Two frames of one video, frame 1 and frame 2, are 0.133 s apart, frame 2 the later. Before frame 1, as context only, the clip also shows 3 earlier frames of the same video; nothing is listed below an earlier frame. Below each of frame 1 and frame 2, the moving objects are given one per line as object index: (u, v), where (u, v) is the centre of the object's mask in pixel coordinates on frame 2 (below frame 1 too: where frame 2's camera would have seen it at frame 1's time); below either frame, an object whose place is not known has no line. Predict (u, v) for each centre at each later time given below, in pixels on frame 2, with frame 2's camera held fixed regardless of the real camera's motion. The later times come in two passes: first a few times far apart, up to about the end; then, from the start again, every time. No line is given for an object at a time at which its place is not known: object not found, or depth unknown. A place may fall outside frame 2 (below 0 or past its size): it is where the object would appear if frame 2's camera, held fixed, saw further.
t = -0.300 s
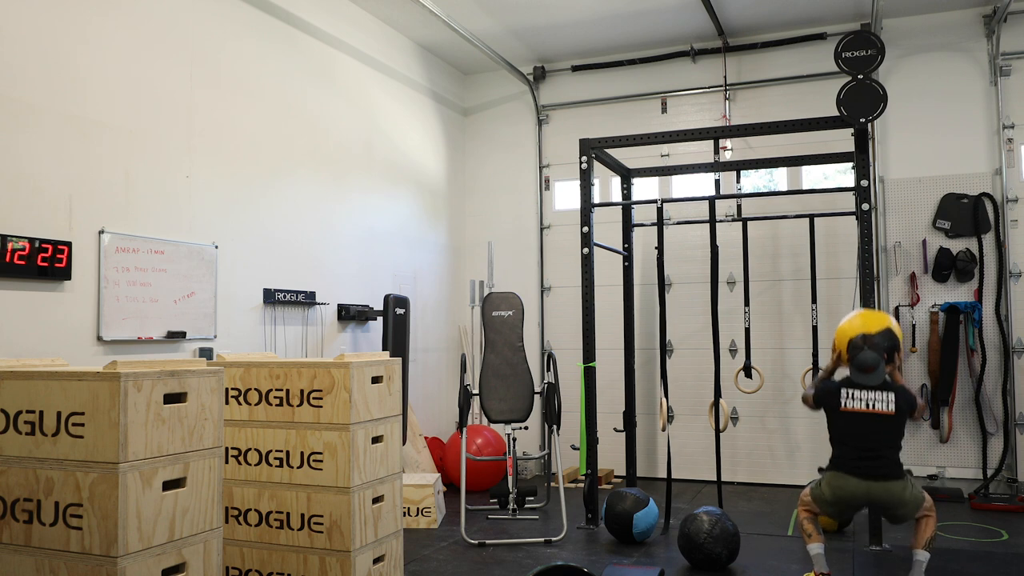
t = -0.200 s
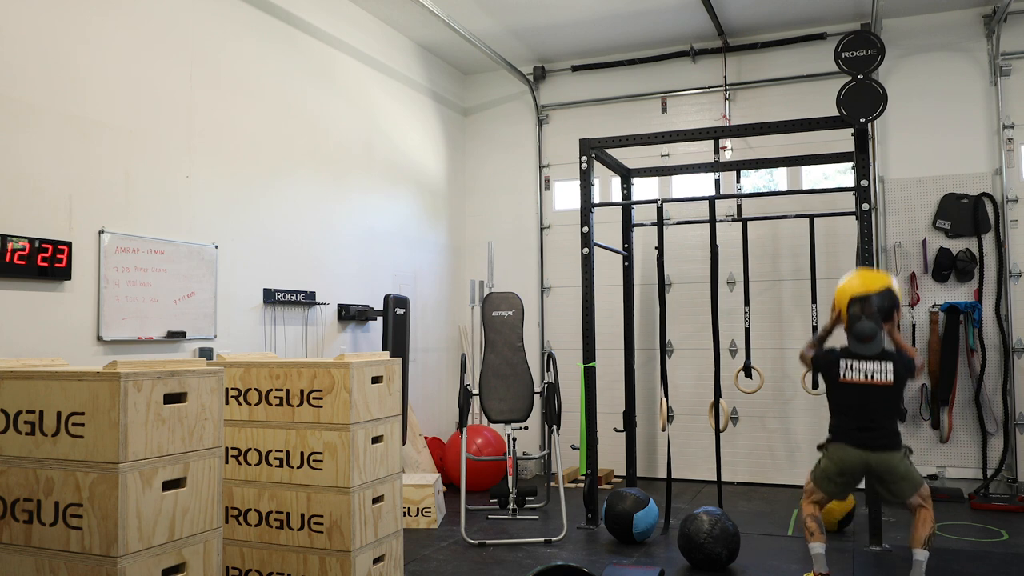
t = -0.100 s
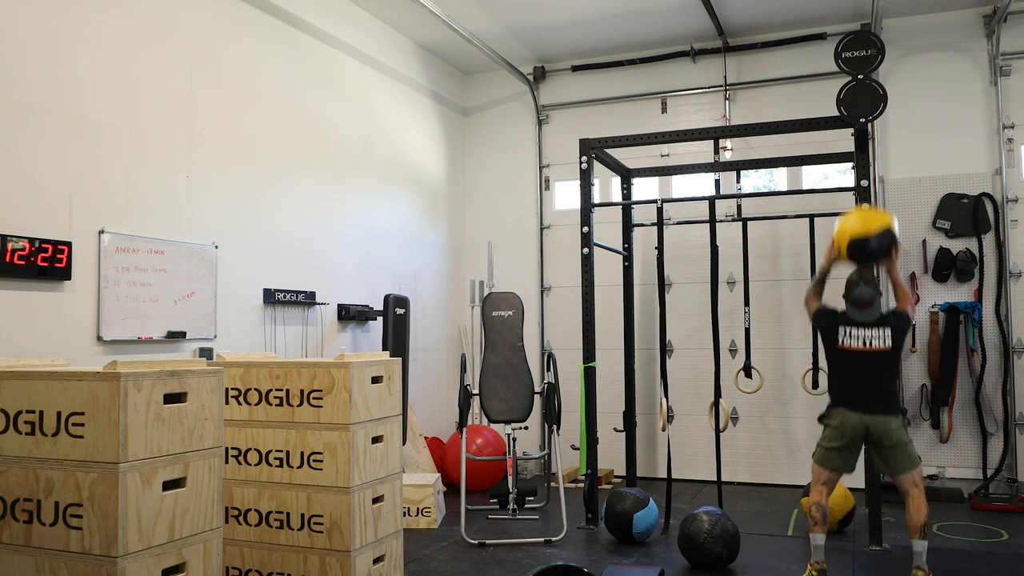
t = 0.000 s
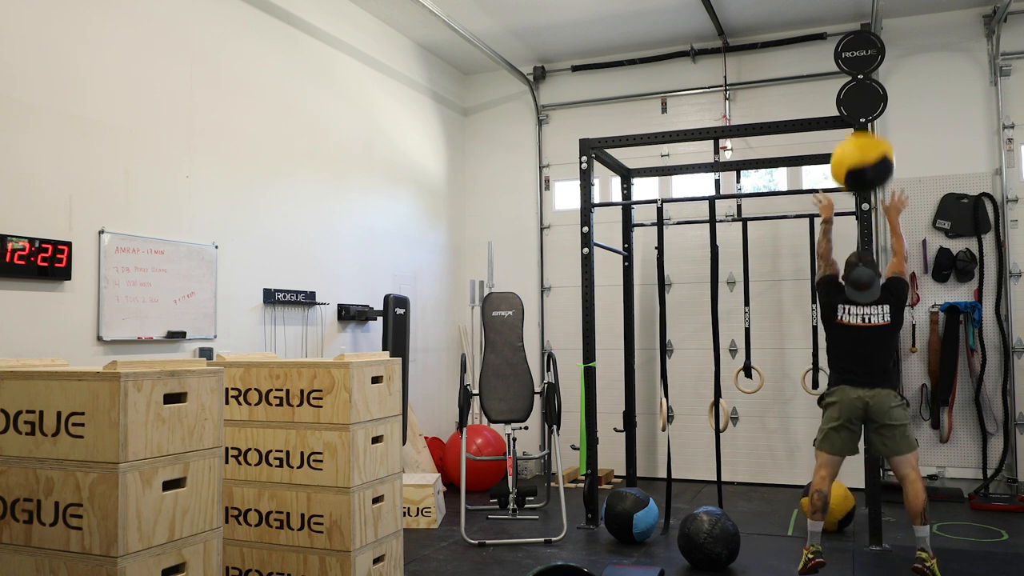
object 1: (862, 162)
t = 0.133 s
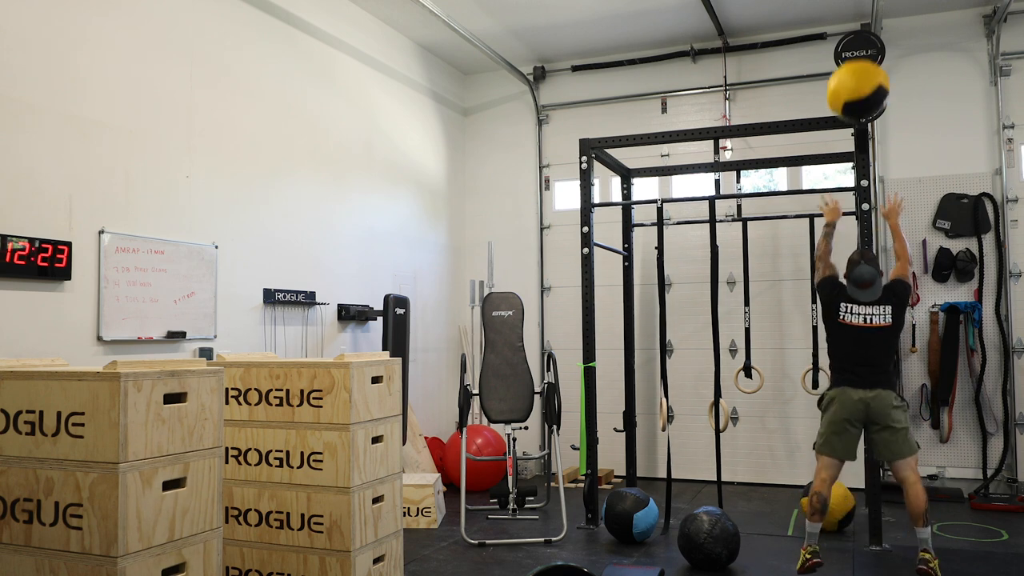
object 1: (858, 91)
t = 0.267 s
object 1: (855, 48)
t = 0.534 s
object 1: (854, 44)
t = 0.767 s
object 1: (854, 126)
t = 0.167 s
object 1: (858, 84)
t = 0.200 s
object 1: (856, 64)
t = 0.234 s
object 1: (855, 55)
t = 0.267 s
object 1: (855, 48)
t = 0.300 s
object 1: (855, 44)
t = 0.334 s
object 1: (855, 42)
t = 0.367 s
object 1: (855, 41)
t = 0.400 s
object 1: (855, 39)
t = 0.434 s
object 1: (854, 38)
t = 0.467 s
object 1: (854, 39)
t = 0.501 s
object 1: (854, 41)
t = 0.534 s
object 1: (854, 44)
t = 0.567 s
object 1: (853, 49)
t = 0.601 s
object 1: (852, 57)
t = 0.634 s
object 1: (853, 66)
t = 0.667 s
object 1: (855, 84)
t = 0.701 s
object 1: (854, 93)
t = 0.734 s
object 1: (854, 108)
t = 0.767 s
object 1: (854, 126)
